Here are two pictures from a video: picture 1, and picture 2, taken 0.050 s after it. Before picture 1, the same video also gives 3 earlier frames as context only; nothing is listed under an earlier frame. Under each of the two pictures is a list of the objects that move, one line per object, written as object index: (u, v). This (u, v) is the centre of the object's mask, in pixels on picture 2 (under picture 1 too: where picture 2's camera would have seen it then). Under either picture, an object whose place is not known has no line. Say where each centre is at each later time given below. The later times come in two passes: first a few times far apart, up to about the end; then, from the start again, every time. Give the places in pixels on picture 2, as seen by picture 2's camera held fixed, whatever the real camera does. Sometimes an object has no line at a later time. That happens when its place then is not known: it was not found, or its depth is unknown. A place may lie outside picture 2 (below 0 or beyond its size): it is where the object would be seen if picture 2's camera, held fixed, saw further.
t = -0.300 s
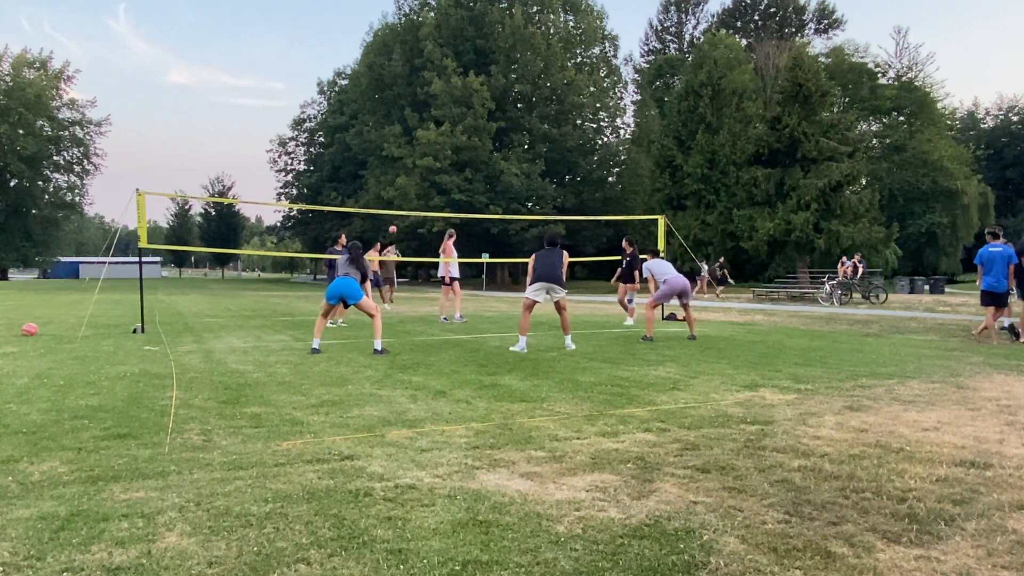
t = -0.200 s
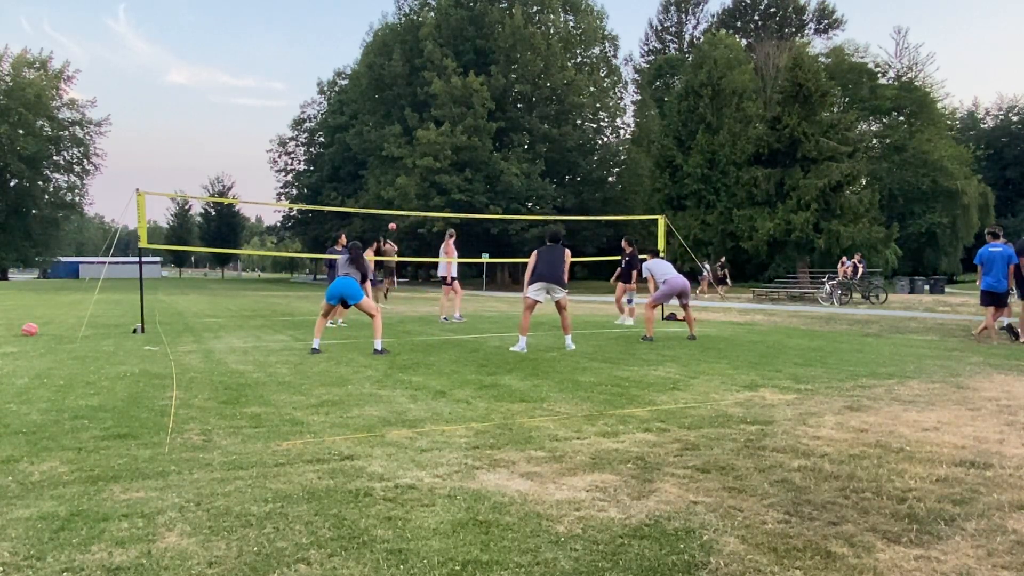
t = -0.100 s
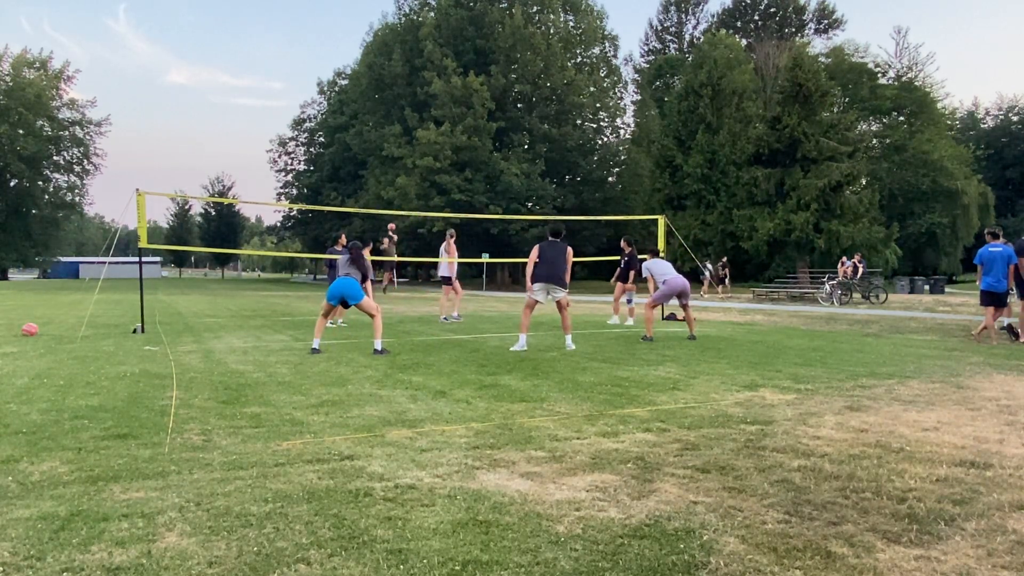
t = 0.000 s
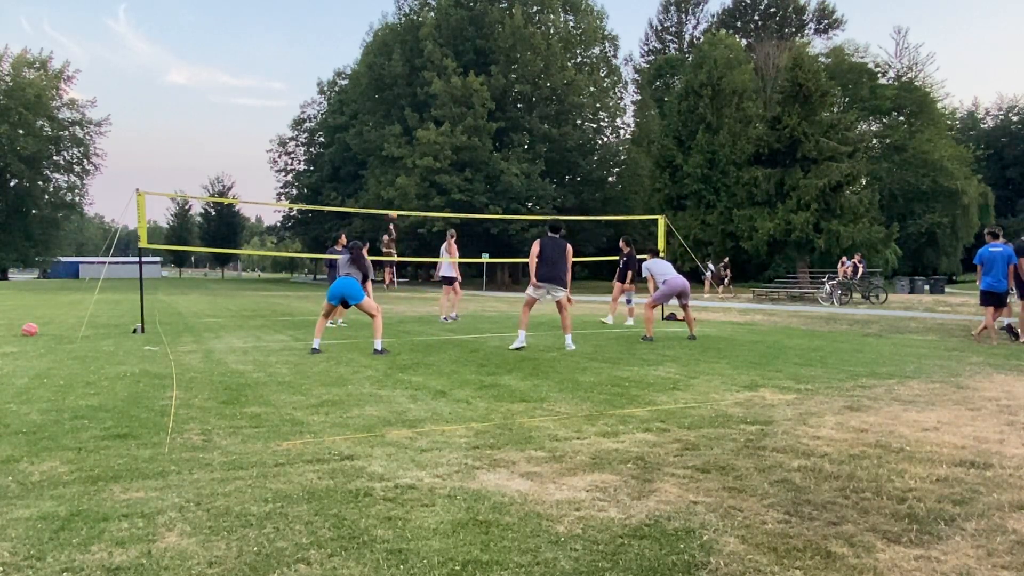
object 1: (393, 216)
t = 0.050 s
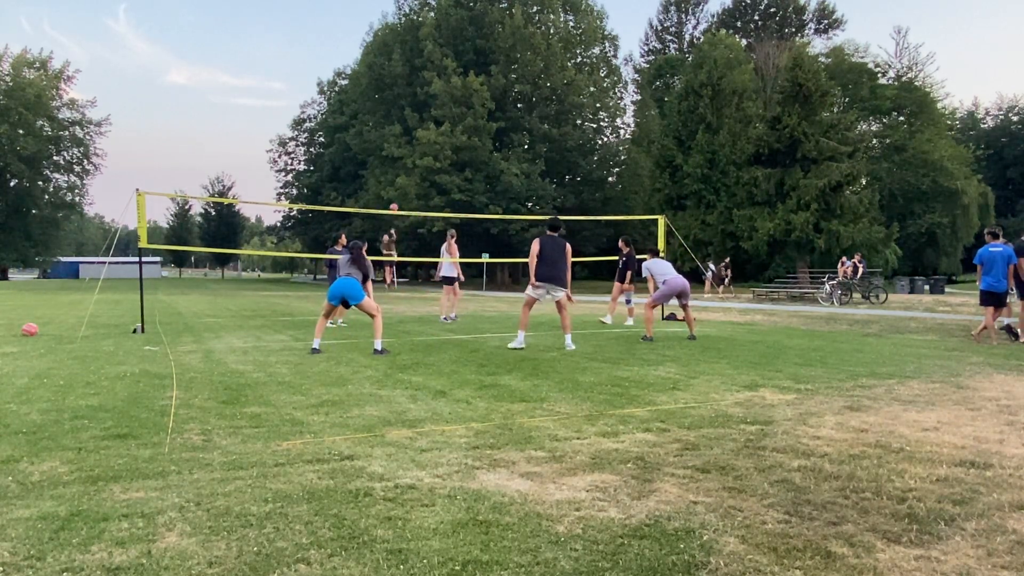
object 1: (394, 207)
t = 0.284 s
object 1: (400, 182)
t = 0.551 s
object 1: (407, 176)
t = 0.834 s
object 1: (412, 207)
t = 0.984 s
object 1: (414, 240)
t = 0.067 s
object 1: (394, 205)
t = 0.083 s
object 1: (395, 203)
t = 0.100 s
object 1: (395, 200)
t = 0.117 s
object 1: (395, 198)
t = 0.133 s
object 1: (396, 196)
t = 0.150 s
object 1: (396, 194)
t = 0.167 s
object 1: (396, 192)
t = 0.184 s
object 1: (397, 190)
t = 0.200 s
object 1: (397, 189)
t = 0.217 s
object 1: (398, 187)
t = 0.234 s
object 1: (398, 185)
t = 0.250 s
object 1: (399, 184)
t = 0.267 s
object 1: (399, 183)
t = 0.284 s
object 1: (400, 182)
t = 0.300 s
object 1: (400, 181)
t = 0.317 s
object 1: (400, 180)
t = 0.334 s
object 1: (401, 178)
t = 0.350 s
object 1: (401, 178)
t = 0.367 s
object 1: (402, 177)
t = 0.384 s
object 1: (402, 176)
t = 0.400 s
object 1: (403, 175)
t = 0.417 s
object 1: (403, 175)
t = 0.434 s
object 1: (404, 175)
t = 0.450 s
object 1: (404, 175)
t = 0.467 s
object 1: (404, 175)
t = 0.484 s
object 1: (405, 175)
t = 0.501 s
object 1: (406, 175)
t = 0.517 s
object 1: (406, 175)
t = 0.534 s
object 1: (407, 176)
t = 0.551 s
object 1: (407, 176)
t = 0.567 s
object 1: (408, 177)
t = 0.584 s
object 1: (408, 178)
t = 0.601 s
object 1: (408, 179)
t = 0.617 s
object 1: (409, 180)
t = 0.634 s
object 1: (409, 181)
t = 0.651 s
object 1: (409, 183)
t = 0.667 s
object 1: (410, 184)
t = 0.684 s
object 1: (410, 186)
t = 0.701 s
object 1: (411, 188)
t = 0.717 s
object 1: (411, 190)
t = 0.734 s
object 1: (411, 192)
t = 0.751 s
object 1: (411, 194)
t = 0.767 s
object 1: (411, 197)
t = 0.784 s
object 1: (411, 199)
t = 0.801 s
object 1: (411, 202)
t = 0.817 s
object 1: (411, 205)
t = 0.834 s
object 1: (412, 207)
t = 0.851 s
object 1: (412, 210)
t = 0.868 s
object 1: (412, 215)
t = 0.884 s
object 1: (412, 220)
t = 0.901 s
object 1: (412, 224)
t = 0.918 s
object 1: (412, 227)
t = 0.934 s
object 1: (412, 231)
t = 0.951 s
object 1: (413, 234)
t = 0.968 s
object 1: (414, 237)
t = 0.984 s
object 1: (414, 240)
